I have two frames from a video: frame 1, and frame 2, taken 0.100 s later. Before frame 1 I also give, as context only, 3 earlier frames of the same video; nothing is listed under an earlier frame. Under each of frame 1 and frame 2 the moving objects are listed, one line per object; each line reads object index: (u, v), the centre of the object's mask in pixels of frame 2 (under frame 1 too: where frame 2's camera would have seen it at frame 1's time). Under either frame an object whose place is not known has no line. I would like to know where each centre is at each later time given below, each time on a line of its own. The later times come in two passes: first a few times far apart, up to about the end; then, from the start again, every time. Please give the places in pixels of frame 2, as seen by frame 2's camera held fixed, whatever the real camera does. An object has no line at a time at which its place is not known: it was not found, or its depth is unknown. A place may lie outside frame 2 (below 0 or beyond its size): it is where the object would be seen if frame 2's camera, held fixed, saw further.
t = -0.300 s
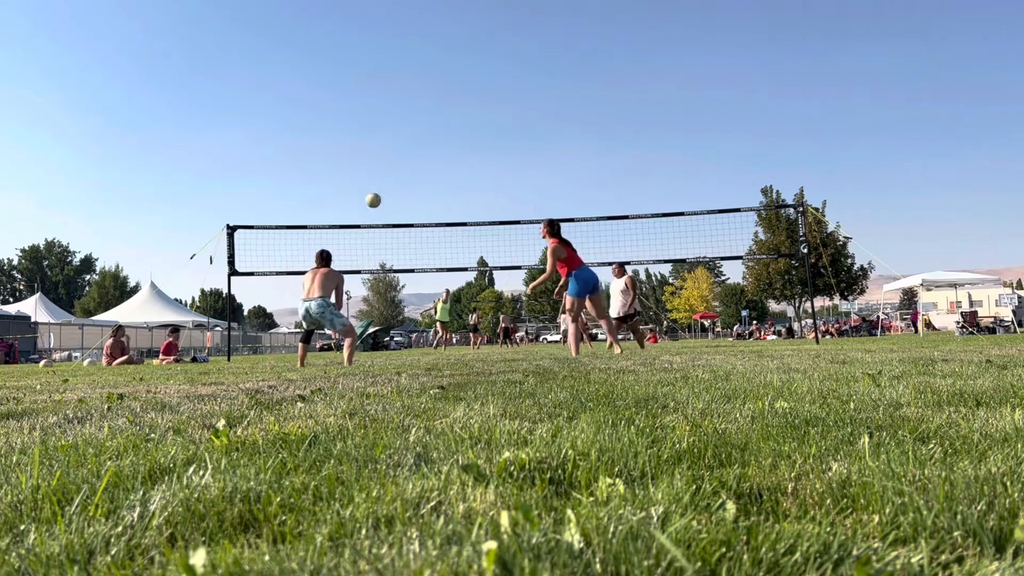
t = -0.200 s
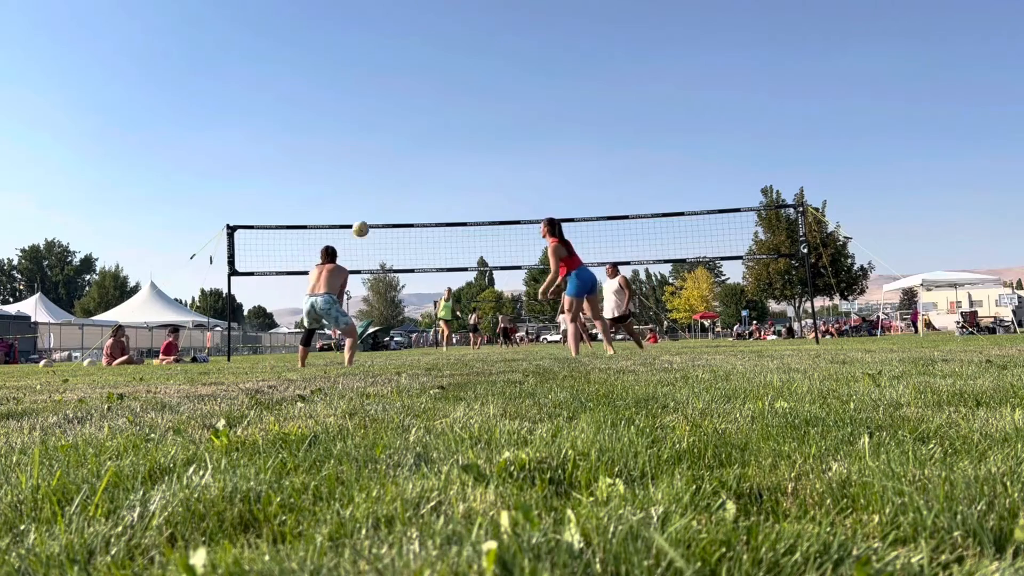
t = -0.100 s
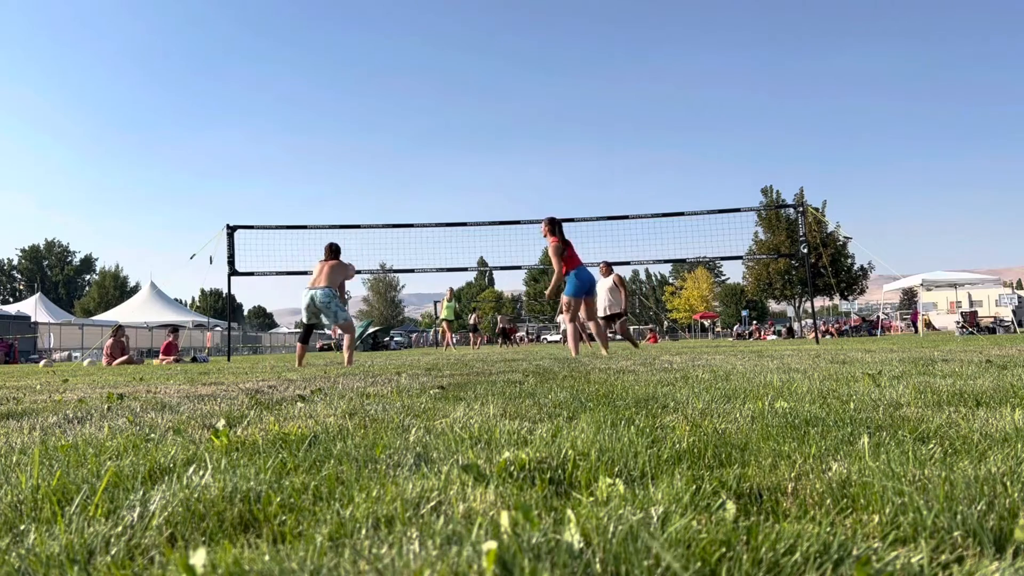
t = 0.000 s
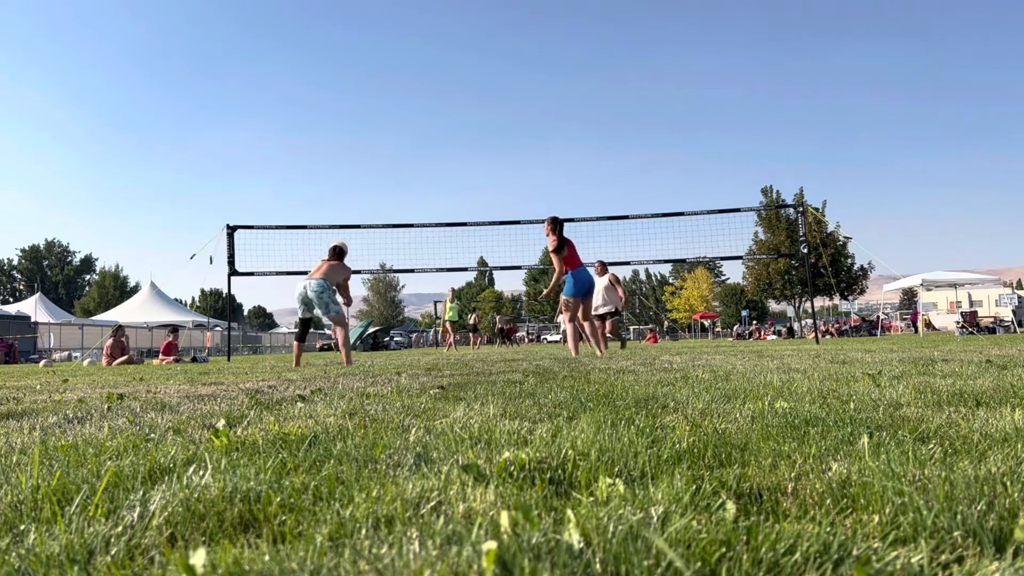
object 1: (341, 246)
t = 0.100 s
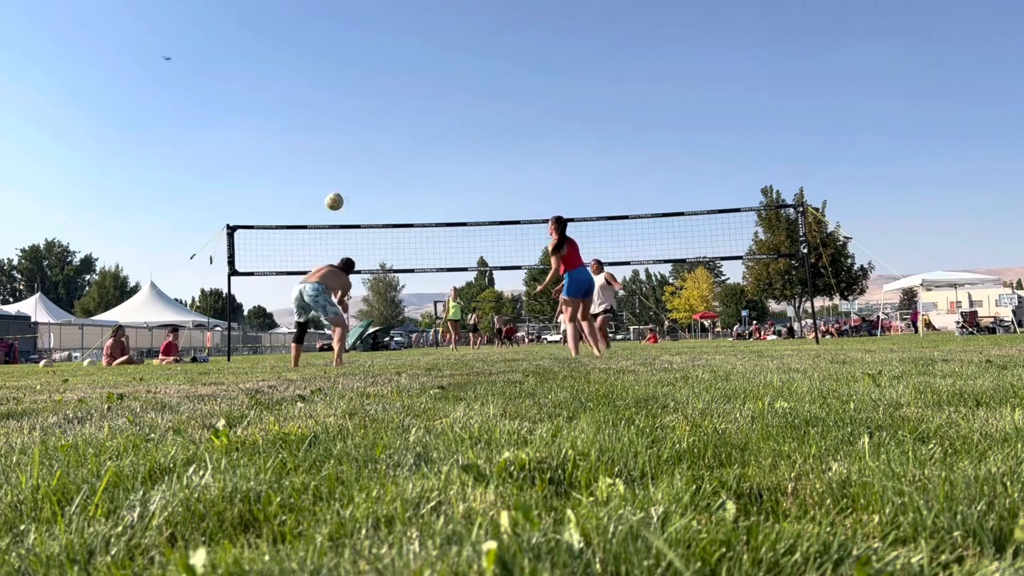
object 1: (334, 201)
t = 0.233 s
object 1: (328, 151)
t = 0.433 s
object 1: (320, 106)
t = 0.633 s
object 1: (311, 91)
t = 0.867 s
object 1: (302, 109)
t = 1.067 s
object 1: (294, 152)
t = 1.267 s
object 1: (287, 218)
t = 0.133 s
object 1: (333, 187)
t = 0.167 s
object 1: (332, 174)
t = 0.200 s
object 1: (330, 162)
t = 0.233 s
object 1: (328, 151)
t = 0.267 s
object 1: (327, 141)
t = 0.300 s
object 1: (325, 132)
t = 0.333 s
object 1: (324, 124)
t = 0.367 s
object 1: (323, 117)
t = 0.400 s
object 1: (321, 111)
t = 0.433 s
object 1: (320, 106)
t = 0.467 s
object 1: (318, 101)
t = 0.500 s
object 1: (317, 98)
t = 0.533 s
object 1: (315, 95)
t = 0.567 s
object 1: (314, 93)
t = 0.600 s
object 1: (313, 92)
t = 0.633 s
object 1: (311, 91)
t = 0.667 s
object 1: (310, 91)
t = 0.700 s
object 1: (308, 93)
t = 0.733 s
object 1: (307, 95)
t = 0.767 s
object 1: (306, 97)
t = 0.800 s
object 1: (304, 101)
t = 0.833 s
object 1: (303, 105)
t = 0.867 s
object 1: (302, 109)
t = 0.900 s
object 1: (300, 115)
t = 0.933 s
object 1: (299, 121)
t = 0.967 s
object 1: (298, 128)
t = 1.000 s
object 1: (297, 136)
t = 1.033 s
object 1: (295, 144)
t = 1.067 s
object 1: (294, 152)
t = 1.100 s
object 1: (293, 162)
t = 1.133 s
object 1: (292, 172)
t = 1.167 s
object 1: (291, 182)
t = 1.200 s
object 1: (289, 194)
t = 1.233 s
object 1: (289, 206)
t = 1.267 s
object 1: (287, 218)
